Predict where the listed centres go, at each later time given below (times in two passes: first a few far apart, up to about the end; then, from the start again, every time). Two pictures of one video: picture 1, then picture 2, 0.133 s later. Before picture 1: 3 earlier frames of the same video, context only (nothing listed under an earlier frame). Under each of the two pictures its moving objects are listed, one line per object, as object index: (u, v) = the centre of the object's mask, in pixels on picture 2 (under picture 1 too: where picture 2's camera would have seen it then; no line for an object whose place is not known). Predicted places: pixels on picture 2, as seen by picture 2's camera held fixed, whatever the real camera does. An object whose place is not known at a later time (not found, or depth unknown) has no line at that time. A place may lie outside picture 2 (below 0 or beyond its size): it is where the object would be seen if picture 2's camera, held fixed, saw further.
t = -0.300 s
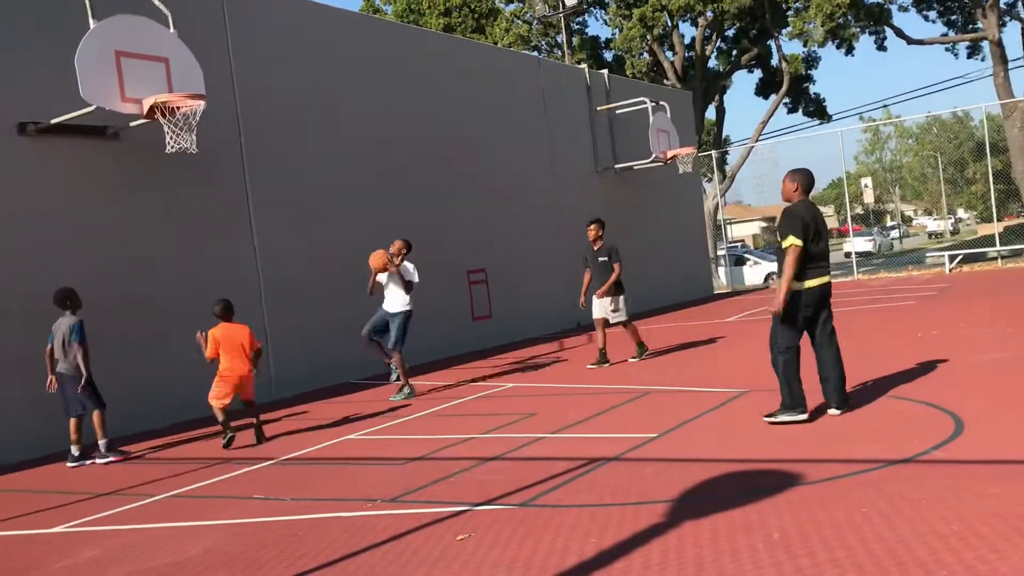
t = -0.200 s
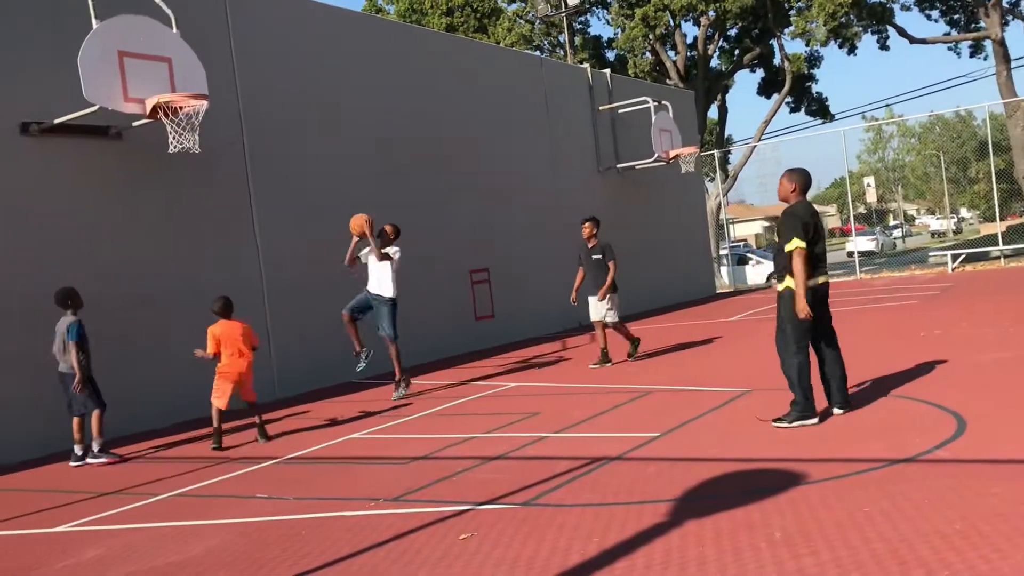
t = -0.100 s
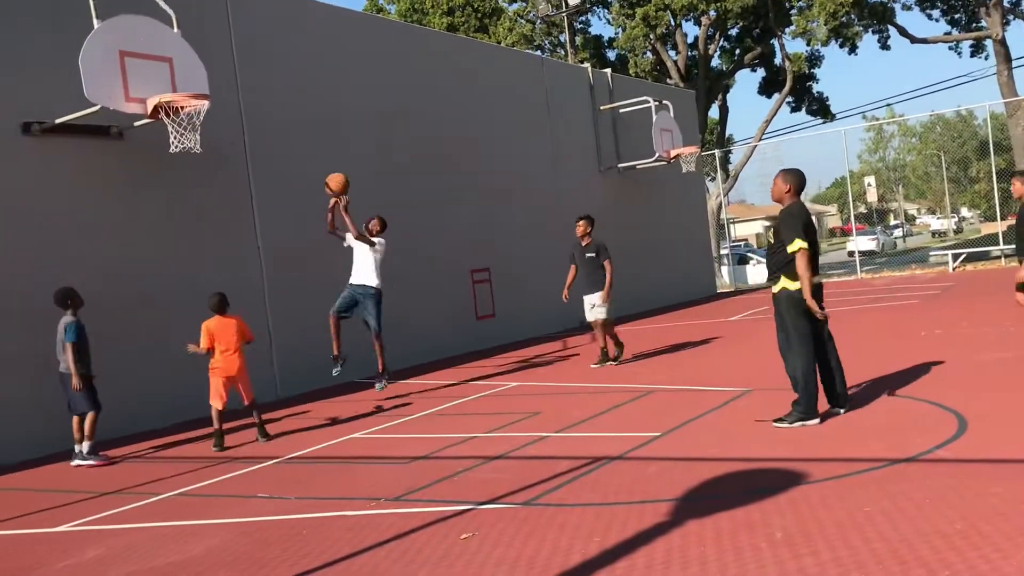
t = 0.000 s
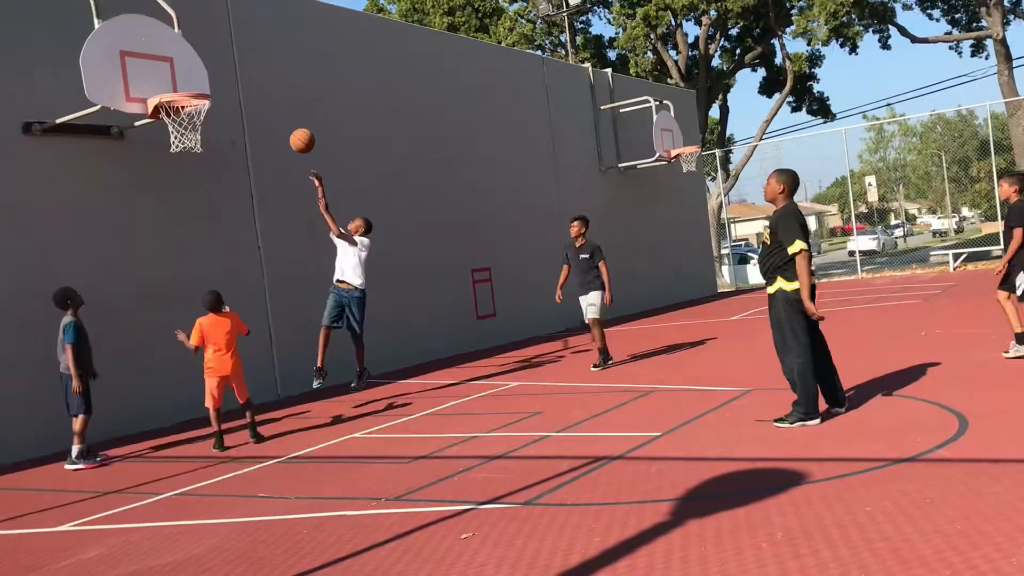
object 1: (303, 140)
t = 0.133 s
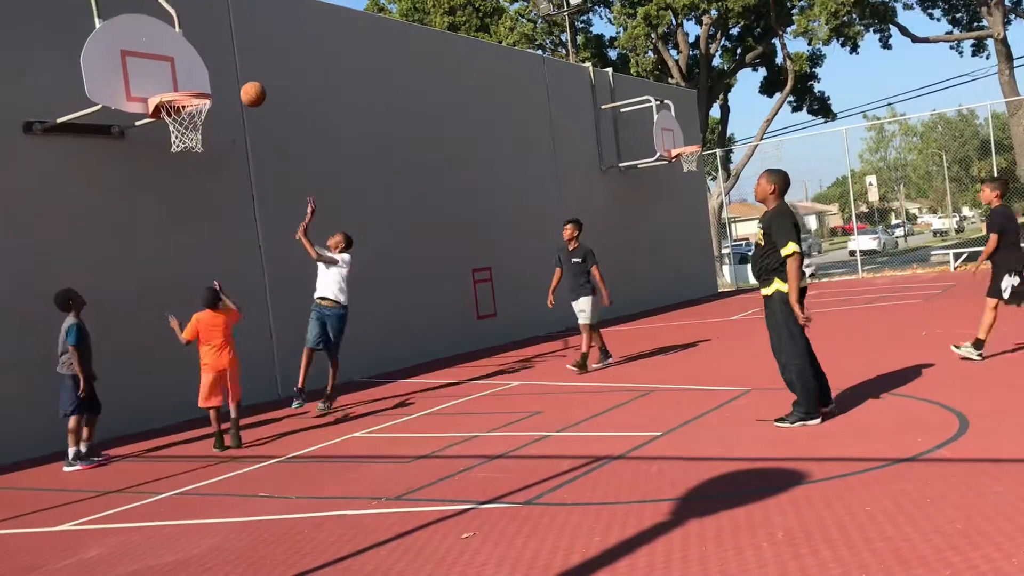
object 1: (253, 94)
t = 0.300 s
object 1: (191, 61)
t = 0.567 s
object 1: (175, 63)
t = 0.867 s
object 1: (165, 57)
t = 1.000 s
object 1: (163, 67)
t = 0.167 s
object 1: (240, 85)
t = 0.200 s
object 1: (228, 77)
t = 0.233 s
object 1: (216, 71)
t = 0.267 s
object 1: (203, 65)
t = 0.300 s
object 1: (191, 61)
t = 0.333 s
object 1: (186, 57)
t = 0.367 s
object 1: (184, 55)
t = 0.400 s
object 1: (183, 53)
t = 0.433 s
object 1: (181, 52)
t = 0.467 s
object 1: (179, 53)
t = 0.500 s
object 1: (178, 55)
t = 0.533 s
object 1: (177, 59)
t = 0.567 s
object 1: (175, 63)
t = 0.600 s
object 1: (175, 69)
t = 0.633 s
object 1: (174, 77)
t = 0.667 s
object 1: (173, 78)
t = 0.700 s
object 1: (172, 71)
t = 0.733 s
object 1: (170, 66)
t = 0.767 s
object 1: (169, 62)
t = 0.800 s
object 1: (167, 59)
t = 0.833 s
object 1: (166, 58)
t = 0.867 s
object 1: (165, 57)
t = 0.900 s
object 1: (164, 57)
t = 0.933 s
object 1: (163, 59)
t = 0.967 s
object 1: (163, 63)
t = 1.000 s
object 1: (163, 67)
